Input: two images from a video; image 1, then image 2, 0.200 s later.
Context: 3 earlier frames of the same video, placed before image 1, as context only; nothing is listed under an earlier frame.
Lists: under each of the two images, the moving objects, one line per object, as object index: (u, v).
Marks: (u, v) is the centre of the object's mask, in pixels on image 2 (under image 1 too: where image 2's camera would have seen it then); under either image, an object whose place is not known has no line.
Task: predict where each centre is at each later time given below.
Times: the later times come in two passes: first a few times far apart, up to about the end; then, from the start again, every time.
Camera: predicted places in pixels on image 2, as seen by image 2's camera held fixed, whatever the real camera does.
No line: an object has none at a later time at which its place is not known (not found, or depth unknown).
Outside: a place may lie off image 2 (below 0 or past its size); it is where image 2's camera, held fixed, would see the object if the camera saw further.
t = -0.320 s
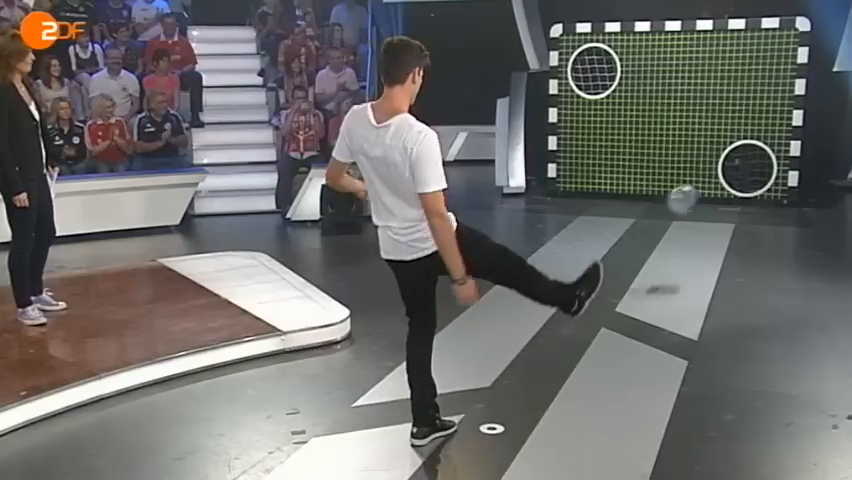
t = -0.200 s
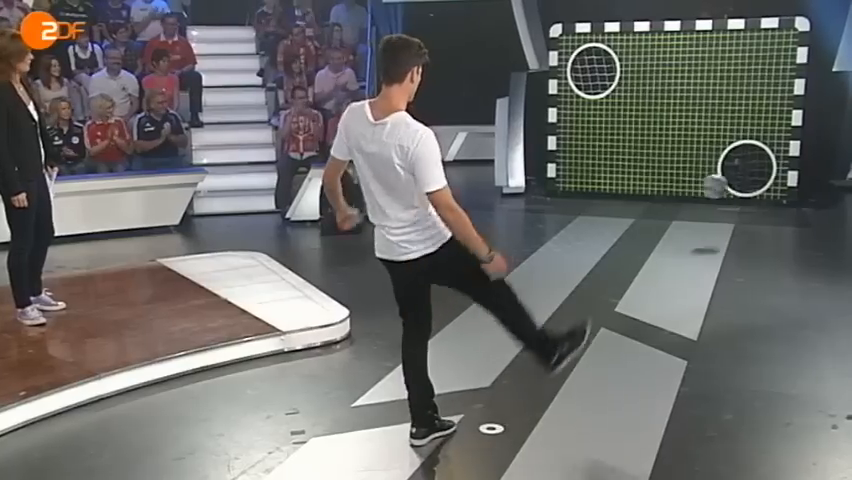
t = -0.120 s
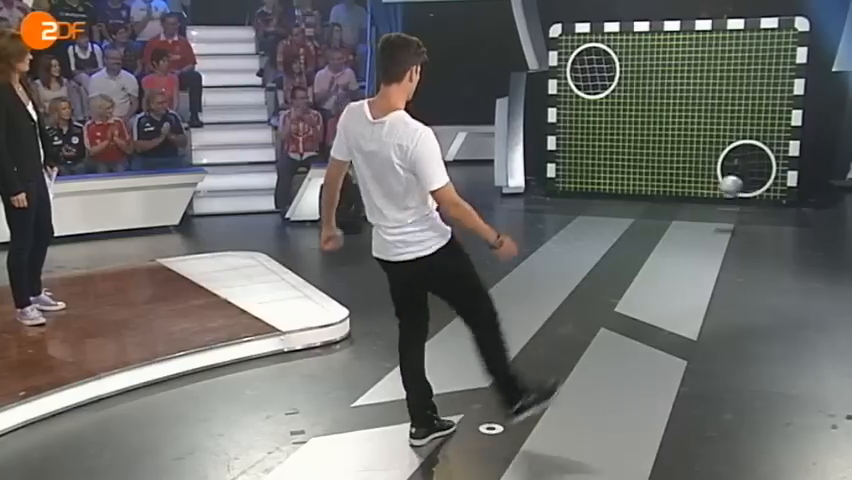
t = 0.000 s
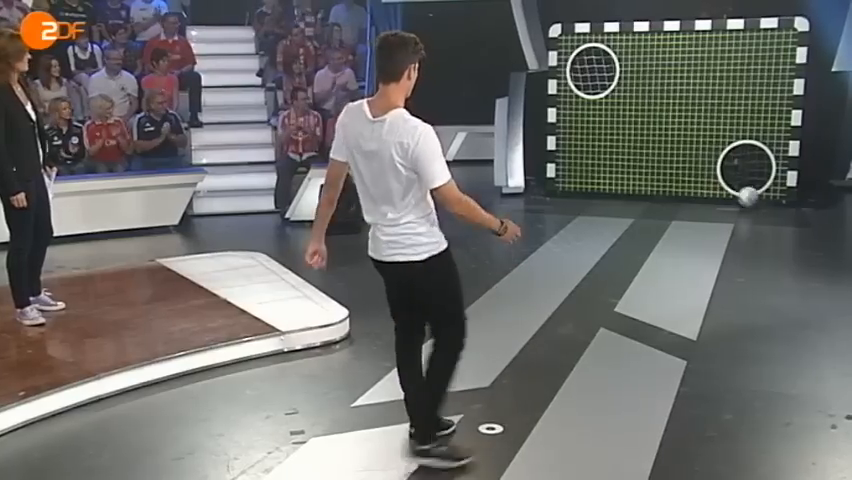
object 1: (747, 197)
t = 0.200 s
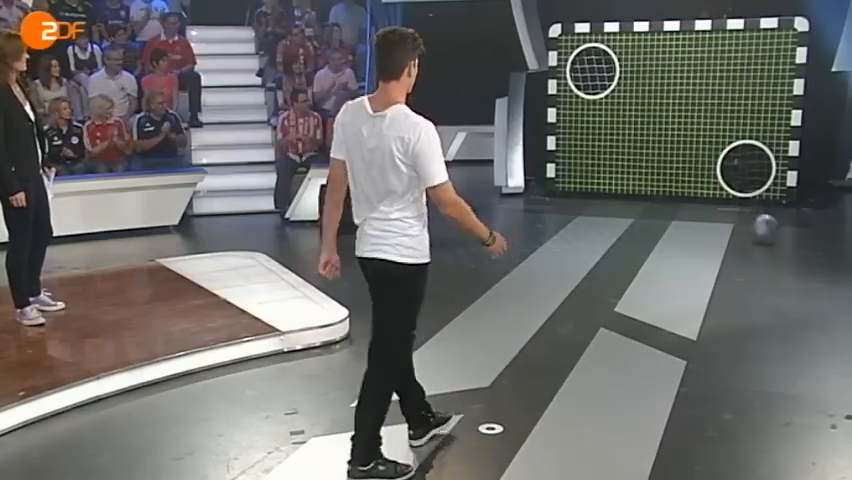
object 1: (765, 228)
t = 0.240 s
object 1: (769, 236)
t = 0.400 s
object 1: (788, 261)
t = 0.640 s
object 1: (825, 305)
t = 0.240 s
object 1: (769, 236)
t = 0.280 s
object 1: (774, 240)
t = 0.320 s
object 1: (778, 245)
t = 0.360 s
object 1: (783, 251)
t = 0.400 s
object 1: (788, 261)
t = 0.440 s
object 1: (794, 267)
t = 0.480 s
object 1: (800, 274)
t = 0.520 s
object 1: (805, 282)
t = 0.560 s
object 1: (811, 291)
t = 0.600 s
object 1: (818, 297)
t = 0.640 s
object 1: (825, 305)
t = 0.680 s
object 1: (833, 315)
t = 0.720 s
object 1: (837, 329)
